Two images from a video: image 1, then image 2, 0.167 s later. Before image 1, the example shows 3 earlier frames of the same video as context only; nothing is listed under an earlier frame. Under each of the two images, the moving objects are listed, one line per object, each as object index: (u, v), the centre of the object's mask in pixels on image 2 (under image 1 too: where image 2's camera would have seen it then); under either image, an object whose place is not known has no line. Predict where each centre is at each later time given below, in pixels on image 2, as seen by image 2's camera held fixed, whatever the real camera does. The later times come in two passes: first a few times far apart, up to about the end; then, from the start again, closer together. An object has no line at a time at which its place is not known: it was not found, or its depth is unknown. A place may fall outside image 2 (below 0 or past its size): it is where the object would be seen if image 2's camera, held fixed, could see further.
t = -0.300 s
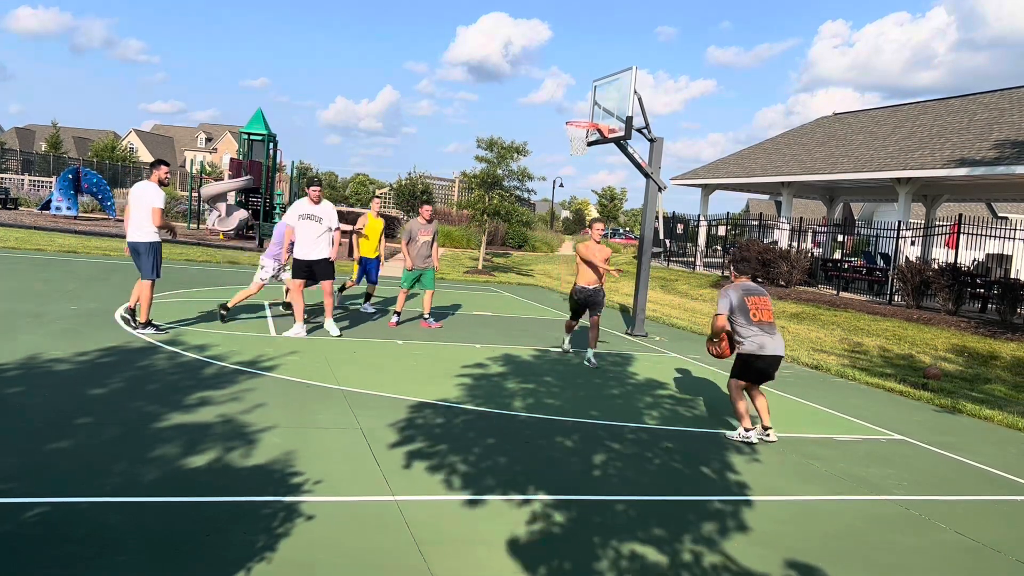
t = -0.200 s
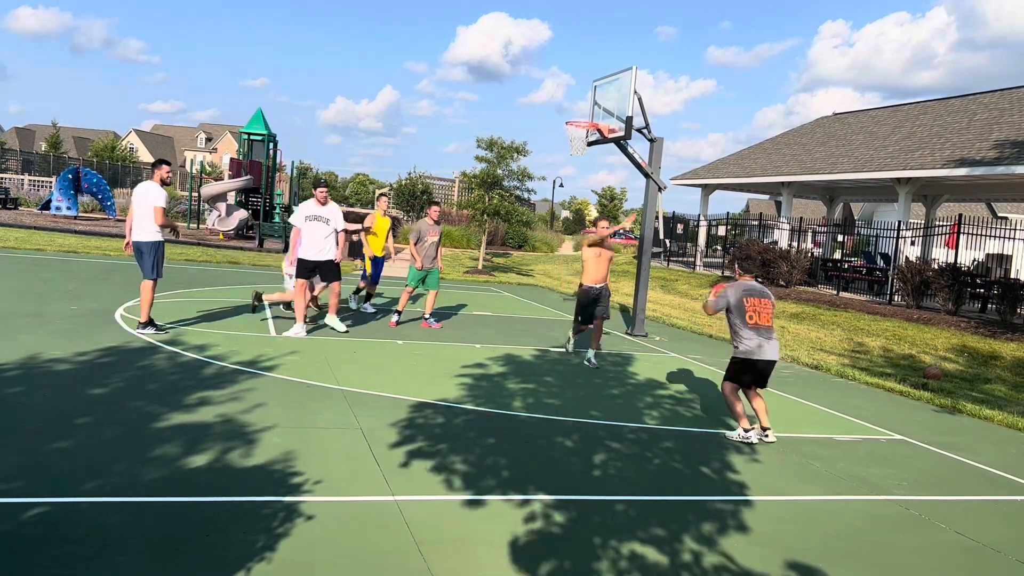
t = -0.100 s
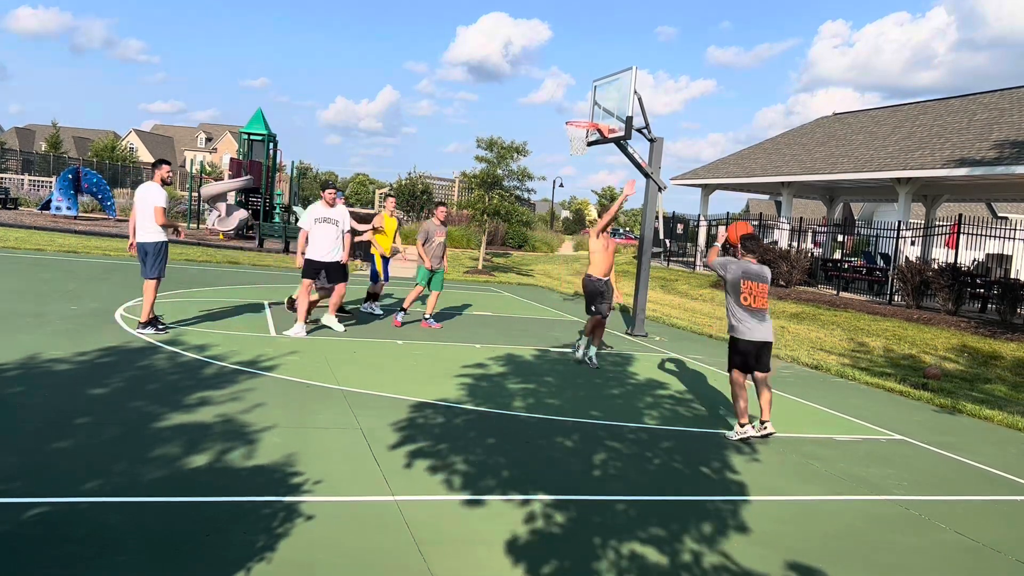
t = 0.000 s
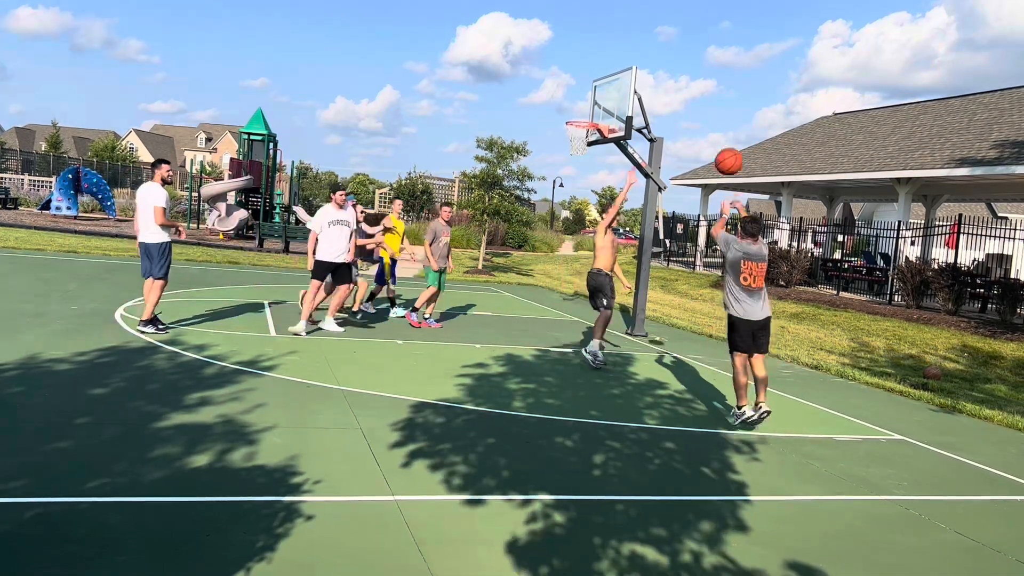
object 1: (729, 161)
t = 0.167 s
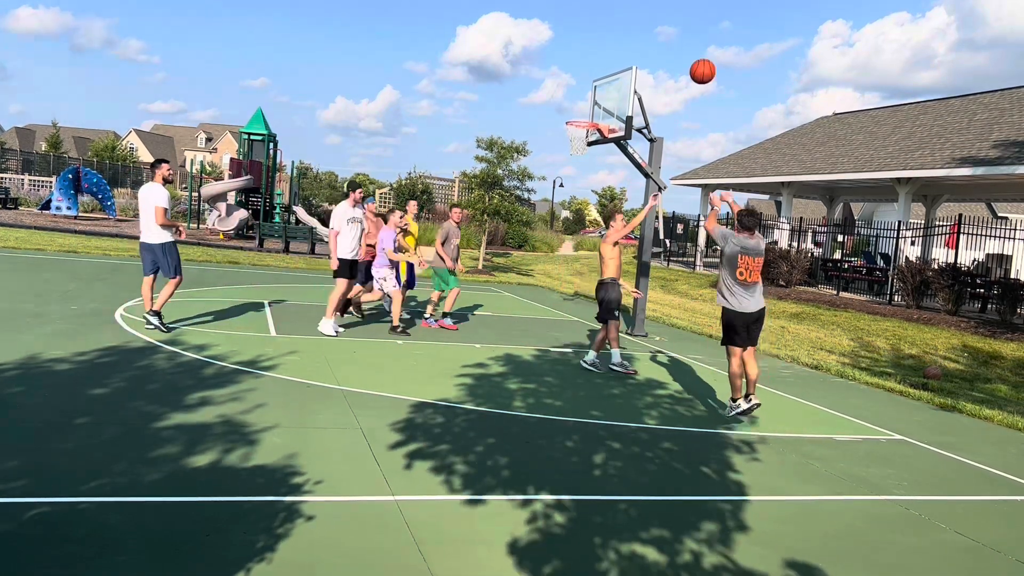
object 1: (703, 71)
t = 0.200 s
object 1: (697, 58)
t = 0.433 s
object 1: (663, 9)
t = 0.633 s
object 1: (636, 9)
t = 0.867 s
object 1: (607, 48)
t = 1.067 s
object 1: (583, 106)
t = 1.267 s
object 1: (581, 159)
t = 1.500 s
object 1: (591, 228)
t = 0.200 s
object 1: (697, 58)
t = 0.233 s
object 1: (692, 47)
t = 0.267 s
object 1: (687, 37)
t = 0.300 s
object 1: (682, 29)
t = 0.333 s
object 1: (678, 22)
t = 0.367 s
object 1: (673, 16)
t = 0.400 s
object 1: (668, 11)
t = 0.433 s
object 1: (663, 9)
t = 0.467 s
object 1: (659, 7)
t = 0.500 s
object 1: (654, 7)
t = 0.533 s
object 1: (649, 7)
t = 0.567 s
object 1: (645, 7)
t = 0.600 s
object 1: (640, 8)
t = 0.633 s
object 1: (636, 9)
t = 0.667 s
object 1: (632, 12)
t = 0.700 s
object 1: (628, 17)
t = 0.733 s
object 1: (623, 21)
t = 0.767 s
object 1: (619, 27)
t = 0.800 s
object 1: (615, 34)
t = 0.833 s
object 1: (611, 41)
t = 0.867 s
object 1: (607, 48)
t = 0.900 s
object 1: (603, 57)
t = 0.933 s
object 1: (599, 65)
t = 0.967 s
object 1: (595, 75)
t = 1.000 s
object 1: (591, 85)
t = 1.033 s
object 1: (587, 95)
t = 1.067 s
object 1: (583, 106)
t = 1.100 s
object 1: (579, 116)
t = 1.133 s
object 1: (576, 129)
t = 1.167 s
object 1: (576, 139)
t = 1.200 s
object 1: (578, 146)
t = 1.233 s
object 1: (579, 152)
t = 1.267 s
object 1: (581, 159)
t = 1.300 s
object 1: (583, 166)
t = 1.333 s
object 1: (584, 175)
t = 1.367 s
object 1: (586, 184)
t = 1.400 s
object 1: (587, 194)
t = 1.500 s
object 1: (591, 228)
